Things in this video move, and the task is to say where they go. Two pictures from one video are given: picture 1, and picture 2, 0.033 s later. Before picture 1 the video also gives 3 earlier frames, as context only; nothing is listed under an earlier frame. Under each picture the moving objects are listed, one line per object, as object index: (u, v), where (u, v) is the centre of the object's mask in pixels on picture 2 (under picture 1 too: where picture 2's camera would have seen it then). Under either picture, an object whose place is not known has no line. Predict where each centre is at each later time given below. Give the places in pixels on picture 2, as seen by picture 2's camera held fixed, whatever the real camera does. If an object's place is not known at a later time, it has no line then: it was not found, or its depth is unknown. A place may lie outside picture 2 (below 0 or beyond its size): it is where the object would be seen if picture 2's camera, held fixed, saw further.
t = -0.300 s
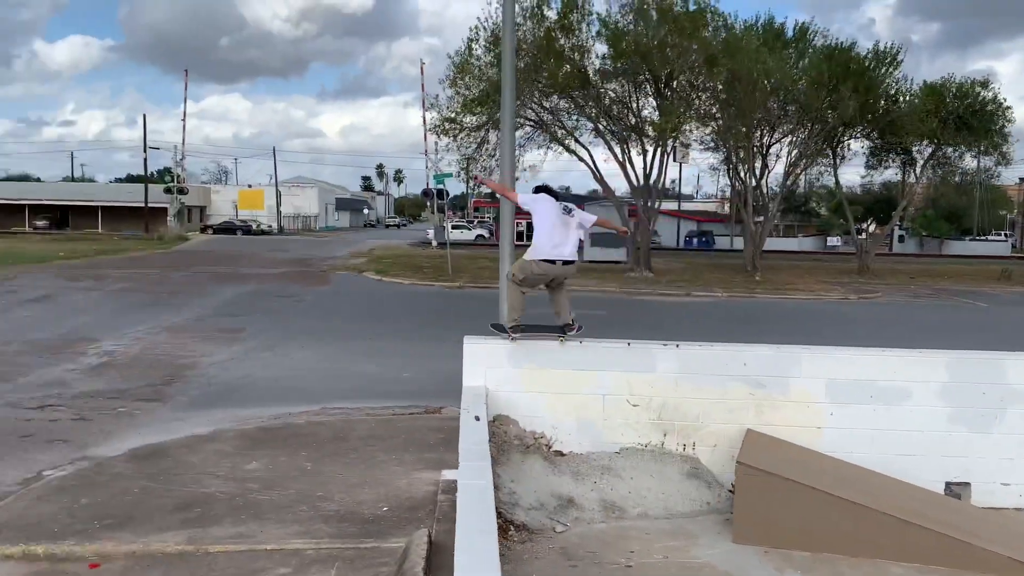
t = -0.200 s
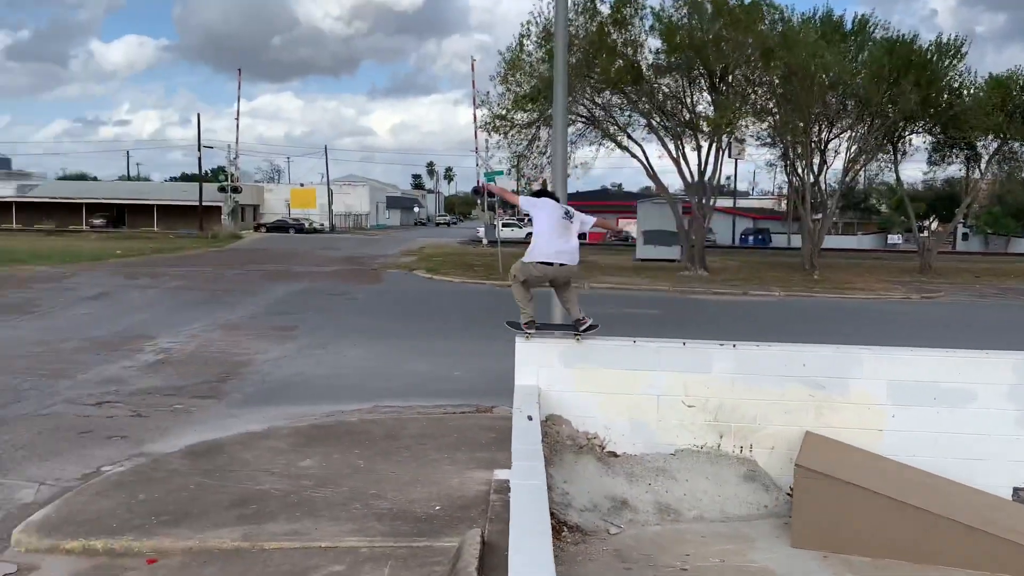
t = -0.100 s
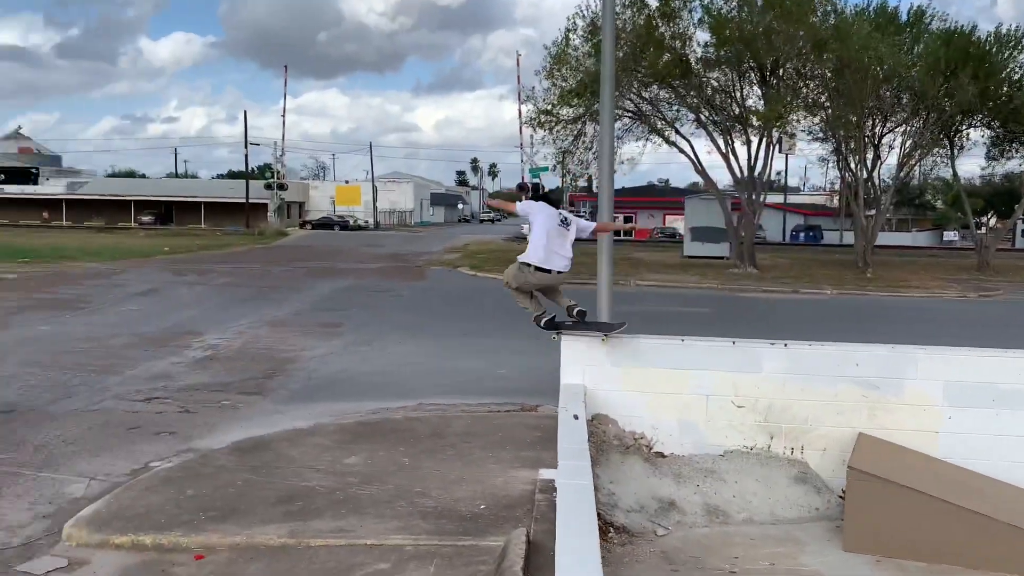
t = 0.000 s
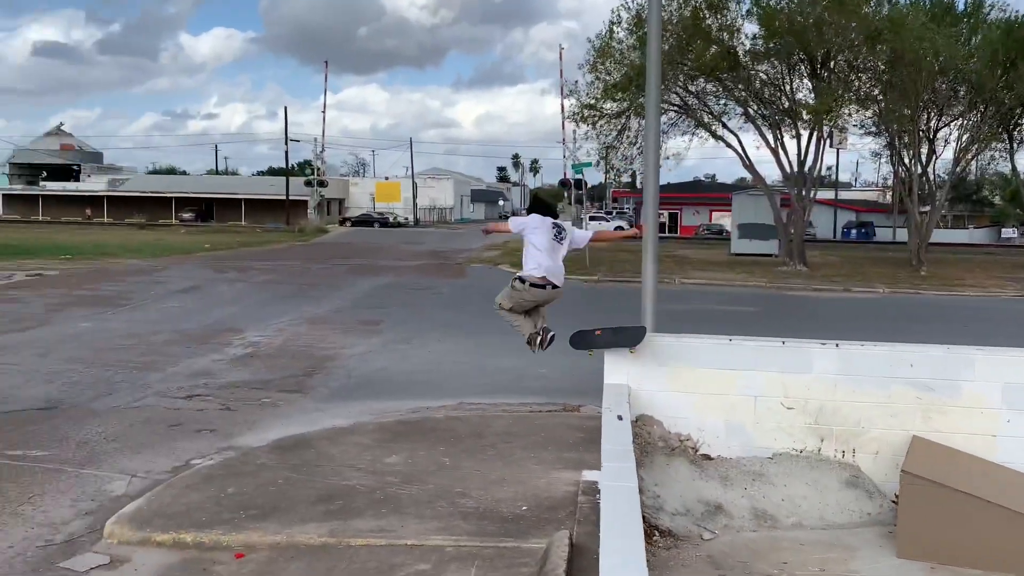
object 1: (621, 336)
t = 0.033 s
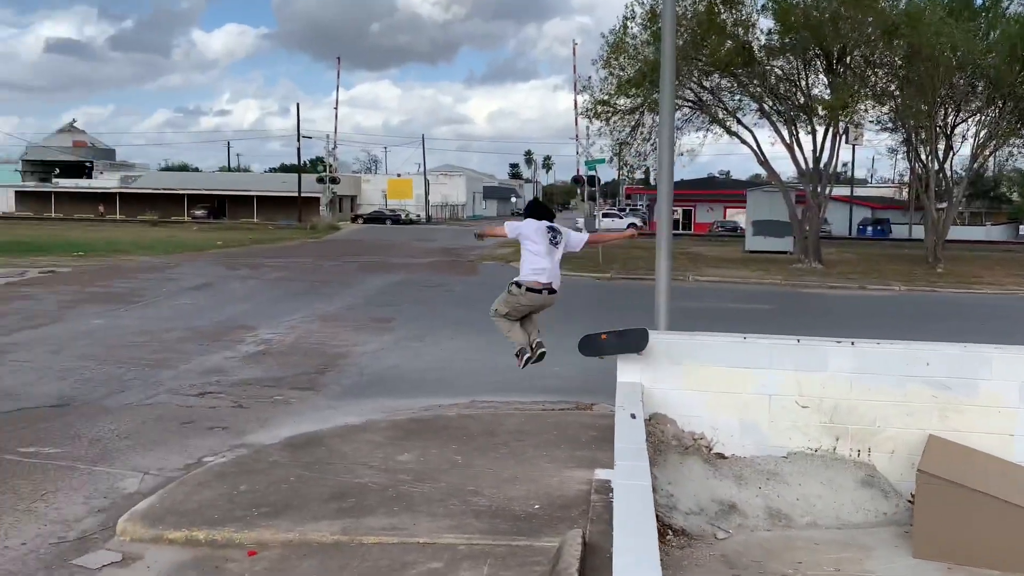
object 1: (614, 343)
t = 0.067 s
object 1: (608, 351)
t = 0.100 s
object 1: (602, 361)
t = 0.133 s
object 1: (597, 371)
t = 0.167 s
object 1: (592, 381)
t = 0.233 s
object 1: (584, 405)
